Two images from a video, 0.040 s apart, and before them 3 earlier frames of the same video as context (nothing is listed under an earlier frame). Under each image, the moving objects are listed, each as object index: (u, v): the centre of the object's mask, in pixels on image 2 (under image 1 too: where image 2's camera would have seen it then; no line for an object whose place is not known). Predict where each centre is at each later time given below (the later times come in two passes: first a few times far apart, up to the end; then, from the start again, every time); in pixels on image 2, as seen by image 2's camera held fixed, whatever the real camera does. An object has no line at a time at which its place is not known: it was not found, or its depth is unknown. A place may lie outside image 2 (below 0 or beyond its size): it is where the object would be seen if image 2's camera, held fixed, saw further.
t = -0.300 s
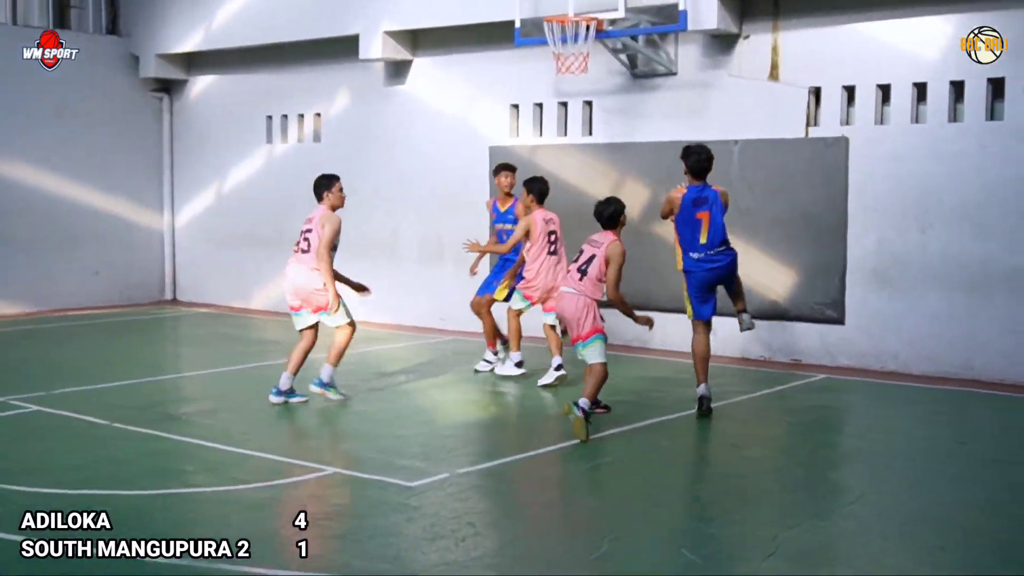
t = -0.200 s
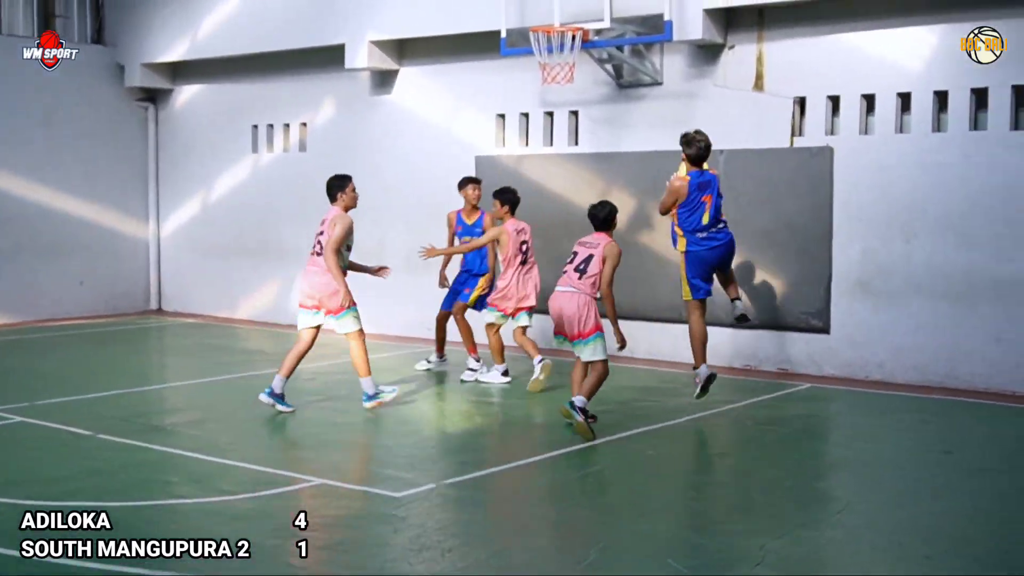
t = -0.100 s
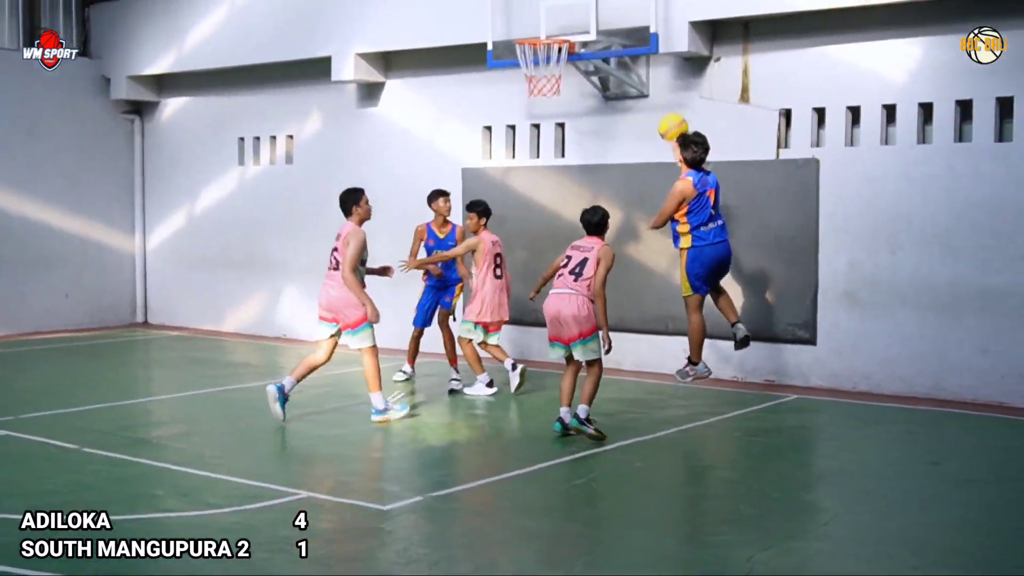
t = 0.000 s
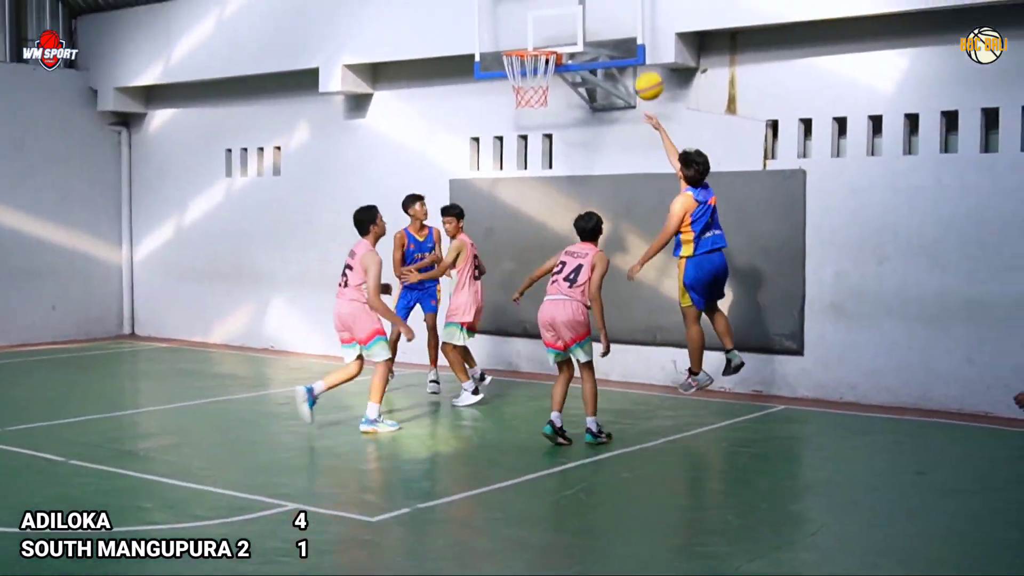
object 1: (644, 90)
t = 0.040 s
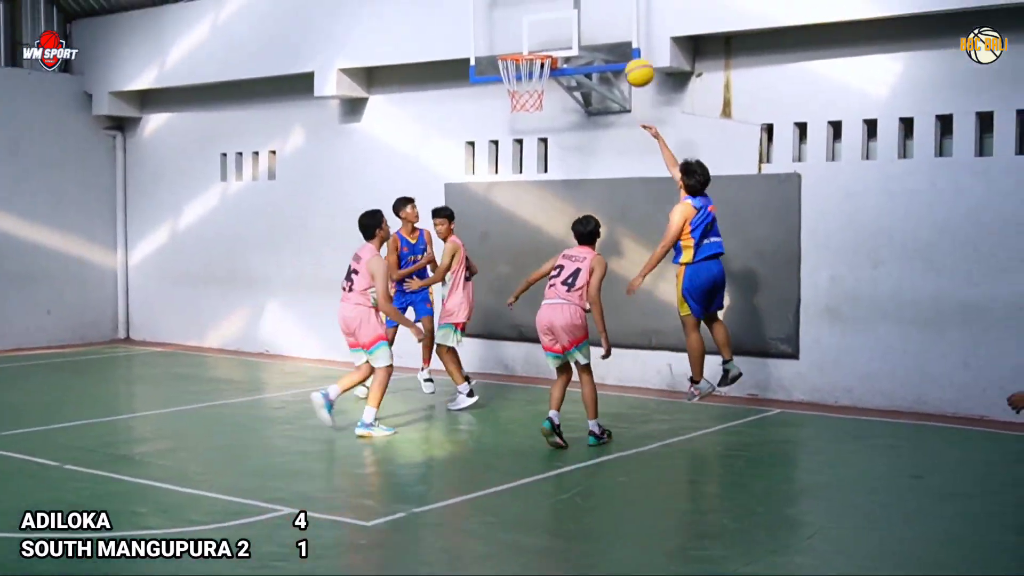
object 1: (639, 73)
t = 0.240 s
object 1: (618, 20)
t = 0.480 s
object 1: (561, 11)
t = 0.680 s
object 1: (513, 55)
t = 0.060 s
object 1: (637, 64)
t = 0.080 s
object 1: (635, 58)
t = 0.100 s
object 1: (633, 51)
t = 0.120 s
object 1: (631, 46)
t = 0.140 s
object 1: (628, 40)
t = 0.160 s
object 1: (626, 35)
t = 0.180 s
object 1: (624, 30)
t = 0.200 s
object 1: (622, 27)
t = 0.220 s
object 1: (620, 23)
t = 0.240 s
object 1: (618, 20)
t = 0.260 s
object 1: (613, 16)
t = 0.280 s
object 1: (609, 13)
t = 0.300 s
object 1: (604, 11)
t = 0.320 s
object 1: (599, 9)
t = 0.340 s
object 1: (595, 8)
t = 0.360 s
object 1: (589, 7)
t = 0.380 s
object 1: (585, 6)
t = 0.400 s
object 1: (580, 6)
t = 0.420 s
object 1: (576, 7)
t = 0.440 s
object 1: (571, 8)
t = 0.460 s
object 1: (566, 9)
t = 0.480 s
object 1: (561, 11)
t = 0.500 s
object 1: (557, 13)
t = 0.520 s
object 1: (552, 16)
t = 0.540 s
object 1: (547, 19)
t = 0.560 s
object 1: (542, 23)
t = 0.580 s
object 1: (537, 27)
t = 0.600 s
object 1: (532, 31)
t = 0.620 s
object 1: (528, 37)
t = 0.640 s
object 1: (523, 42)
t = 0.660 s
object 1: (518, 48)
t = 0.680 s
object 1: (513, 55)
